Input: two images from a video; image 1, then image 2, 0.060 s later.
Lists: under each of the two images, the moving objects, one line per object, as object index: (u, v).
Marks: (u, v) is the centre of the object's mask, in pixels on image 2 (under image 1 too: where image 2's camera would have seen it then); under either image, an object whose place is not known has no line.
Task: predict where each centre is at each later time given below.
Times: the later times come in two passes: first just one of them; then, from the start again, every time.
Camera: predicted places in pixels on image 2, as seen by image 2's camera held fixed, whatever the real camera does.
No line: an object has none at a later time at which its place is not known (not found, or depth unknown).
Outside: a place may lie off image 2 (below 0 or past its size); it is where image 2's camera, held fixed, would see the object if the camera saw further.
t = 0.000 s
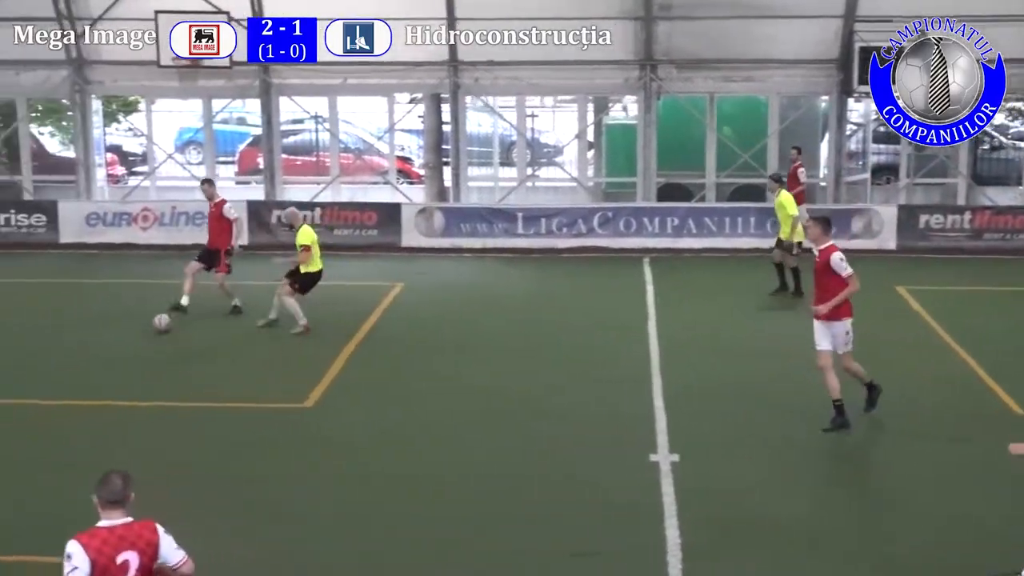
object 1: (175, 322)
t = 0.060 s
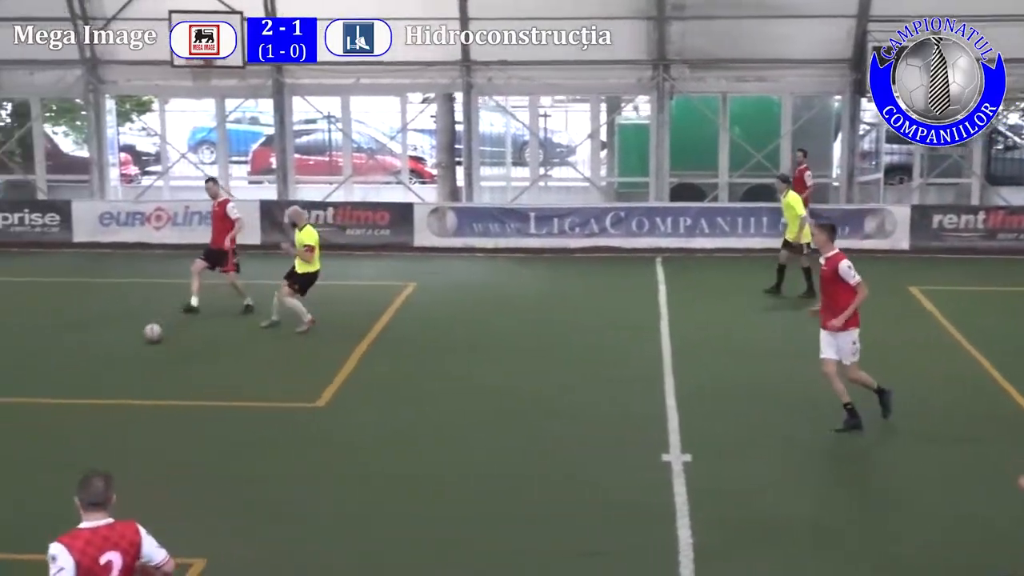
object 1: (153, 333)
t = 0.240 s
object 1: (83, 366)
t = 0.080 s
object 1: (145, 336)
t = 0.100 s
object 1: (137, 340)
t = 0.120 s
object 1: (129, 344)
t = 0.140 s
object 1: (122, 348)
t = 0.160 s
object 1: (114, 351)
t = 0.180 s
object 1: (107, 354)
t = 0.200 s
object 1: (99, 360)
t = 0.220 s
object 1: (91, 362)
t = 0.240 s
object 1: (83, 366)
